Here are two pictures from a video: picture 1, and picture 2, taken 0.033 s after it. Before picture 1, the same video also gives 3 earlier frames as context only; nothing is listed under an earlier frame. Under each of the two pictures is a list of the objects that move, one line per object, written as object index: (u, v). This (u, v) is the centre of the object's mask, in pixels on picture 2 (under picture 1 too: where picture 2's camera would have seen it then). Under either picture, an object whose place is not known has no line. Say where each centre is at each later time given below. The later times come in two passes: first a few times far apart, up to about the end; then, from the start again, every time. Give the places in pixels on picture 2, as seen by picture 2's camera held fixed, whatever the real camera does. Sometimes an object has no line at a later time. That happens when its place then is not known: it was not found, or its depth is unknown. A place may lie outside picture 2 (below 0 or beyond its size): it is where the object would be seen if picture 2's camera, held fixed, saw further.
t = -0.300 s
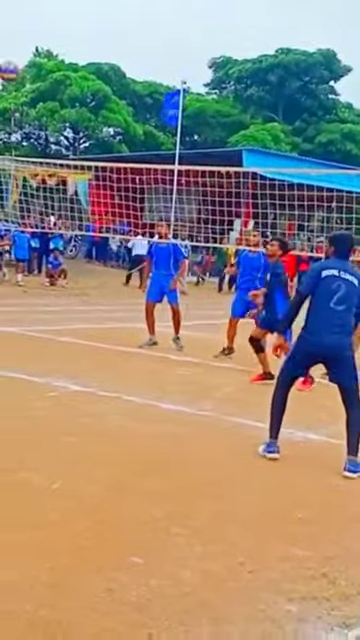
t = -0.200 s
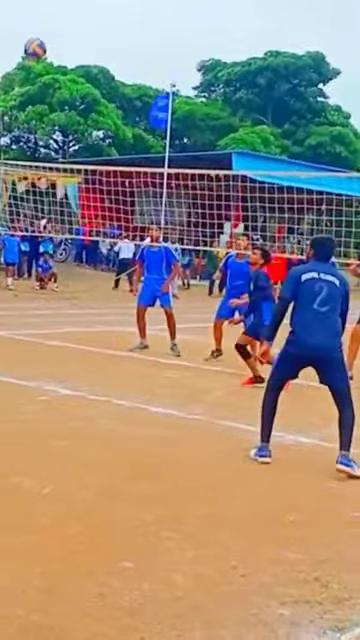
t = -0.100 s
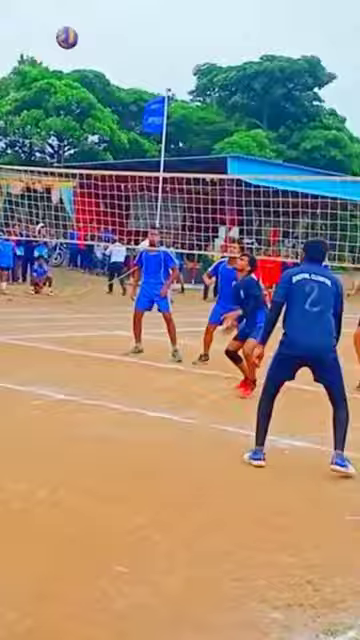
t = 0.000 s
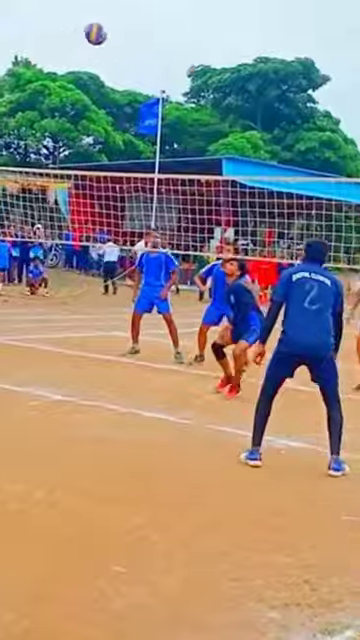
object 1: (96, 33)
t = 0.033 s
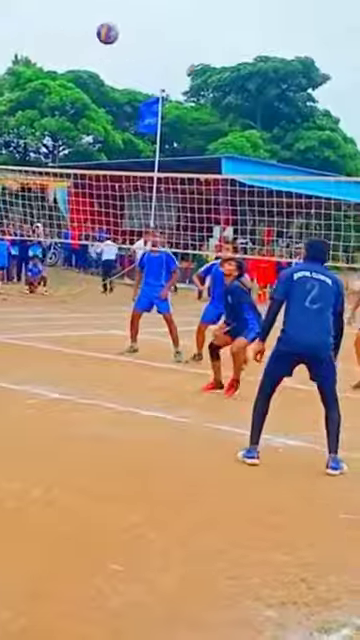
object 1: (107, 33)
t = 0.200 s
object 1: (163, 52)
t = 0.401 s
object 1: (226, 113)
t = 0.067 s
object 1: (117, 34)
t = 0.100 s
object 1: (129, 37)
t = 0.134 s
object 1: (142, 40)
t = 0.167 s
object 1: (153, 45)
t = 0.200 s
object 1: (163, 52)
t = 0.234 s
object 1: (174, 60)
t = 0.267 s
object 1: (184, 68)
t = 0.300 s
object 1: (196, 76)
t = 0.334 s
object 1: (206, 88)
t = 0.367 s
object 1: (216, 100)
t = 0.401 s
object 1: (226, 113)
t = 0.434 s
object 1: (235, 128)
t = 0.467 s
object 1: (245, 144)
